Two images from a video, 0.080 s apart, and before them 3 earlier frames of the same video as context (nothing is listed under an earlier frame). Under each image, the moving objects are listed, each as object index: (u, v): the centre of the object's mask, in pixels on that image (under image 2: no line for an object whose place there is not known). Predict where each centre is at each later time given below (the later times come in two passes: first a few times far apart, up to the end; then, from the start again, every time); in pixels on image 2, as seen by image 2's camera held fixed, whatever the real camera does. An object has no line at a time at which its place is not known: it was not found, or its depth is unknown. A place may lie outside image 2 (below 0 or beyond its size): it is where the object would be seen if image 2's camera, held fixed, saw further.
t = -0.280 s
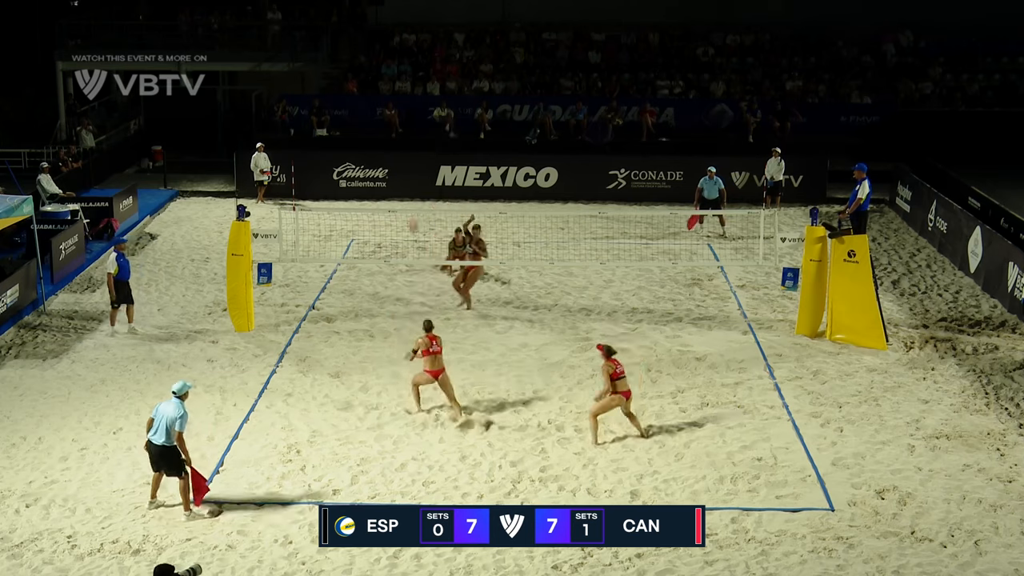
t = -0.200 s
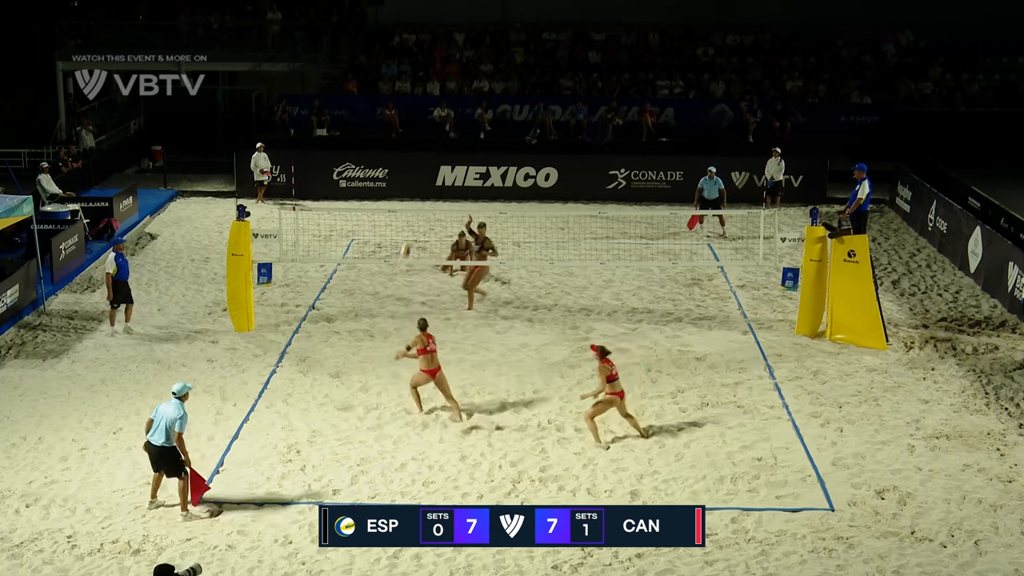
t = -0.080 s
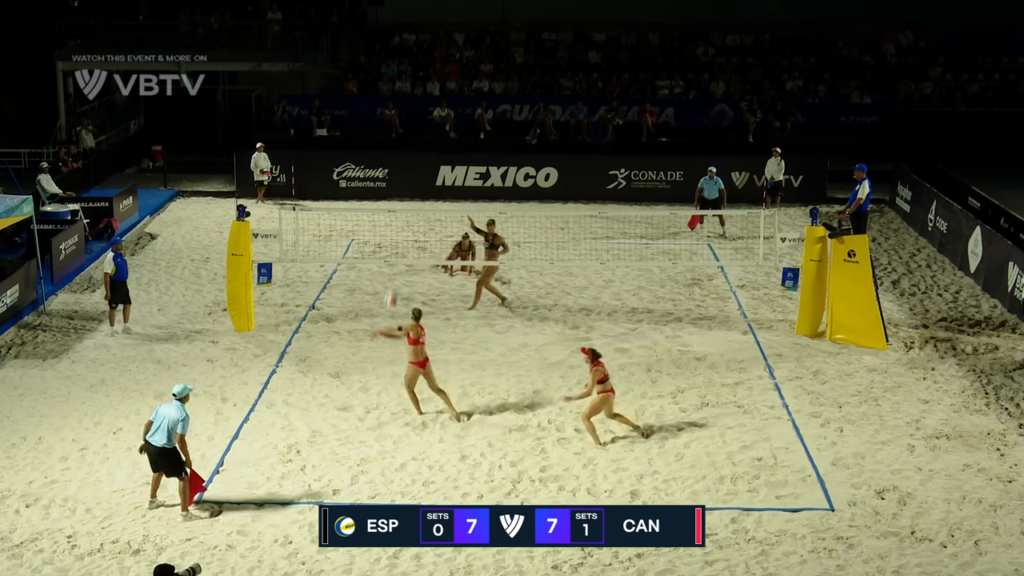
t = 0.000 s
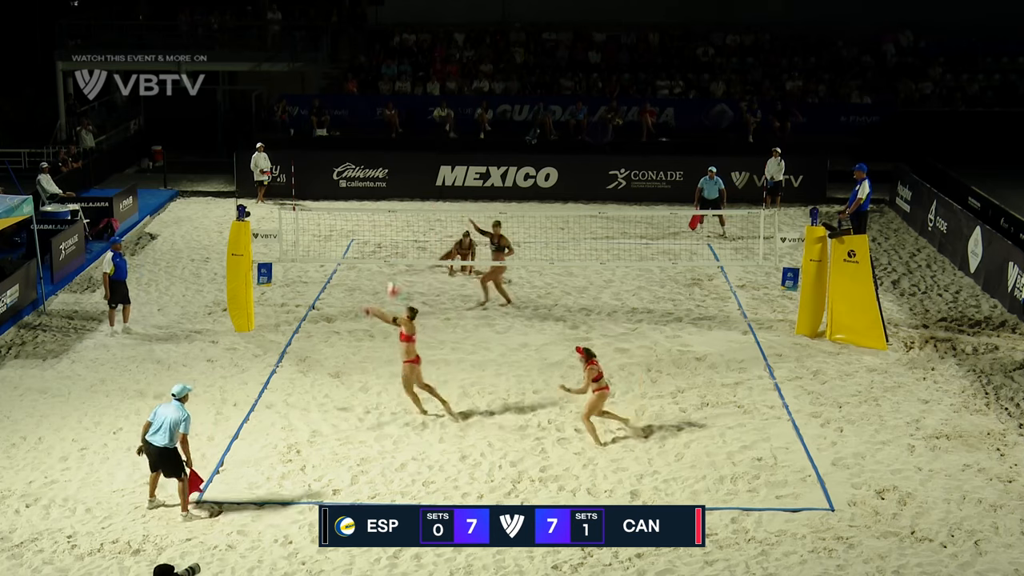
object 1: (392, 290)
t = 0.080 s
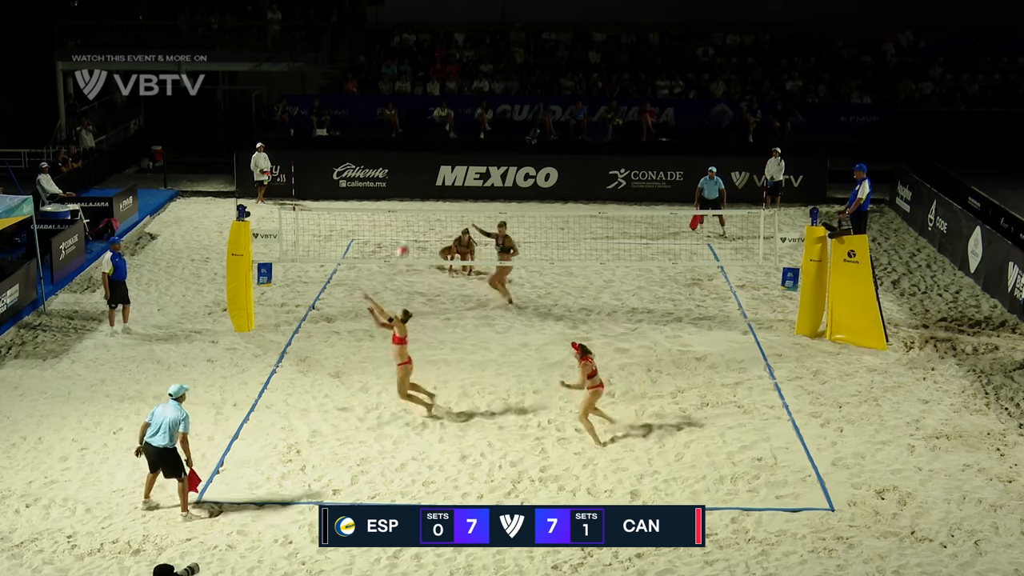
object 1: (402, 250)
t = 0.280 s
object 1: (430, 157)
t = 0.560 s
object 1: (468, 73)
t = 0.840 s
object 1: (507, 45)
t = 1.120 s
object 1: (547, 76)
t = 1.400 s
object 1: (585, 169)
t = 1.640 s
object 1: (615, 295)
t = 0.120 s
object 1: (407, 229)
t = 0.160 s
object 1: (414, 207)
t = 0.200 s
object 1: (419, 191)
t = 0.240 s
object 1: (424, 174)
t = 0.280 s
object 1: (430, 157)
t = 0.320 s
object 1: (435, 142)
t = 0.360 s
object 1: (440, 129)
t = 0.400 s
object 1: (445, 115)
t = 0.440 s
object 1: (451, 103)
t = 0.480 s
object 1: (456, 91)
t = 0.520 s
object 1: (462, 82)
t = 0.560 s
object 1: (468, 73)
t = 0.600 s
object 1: (473, 66)
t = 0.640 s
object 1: (479, 60)
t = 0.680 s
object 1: (484, 54)
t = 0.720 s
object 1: (490, 50)
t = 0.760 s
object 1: (496, 47)
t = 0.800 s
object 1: (501, 45)
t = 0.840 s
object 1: (507, 45)
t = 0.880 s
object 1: (513, 46)
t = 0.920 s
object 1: (518, 47)
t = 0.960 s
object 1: (524, 51)
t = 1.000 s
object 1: (530, 55)
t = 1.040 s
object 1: (536, 61)
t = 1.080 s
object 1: (541, 67)
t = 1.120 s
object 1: (547, 76)
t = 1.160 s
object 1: (552, 85)
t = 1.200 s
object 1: (558, 97)
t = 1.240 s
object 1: (564, 108)
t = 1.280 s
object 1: (569, 122)
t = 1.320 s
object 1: (575, 136)
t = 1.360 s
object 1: (580, 152)
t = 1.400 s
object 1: (585, 169)
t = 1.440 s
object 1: (591, 188)
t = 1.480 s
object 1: (595, 204)
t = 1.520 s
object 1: (601, 226)
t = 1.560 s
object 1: (606, 249)
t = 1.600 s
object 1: (612, 273)
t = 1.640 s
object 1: (615, 295)
